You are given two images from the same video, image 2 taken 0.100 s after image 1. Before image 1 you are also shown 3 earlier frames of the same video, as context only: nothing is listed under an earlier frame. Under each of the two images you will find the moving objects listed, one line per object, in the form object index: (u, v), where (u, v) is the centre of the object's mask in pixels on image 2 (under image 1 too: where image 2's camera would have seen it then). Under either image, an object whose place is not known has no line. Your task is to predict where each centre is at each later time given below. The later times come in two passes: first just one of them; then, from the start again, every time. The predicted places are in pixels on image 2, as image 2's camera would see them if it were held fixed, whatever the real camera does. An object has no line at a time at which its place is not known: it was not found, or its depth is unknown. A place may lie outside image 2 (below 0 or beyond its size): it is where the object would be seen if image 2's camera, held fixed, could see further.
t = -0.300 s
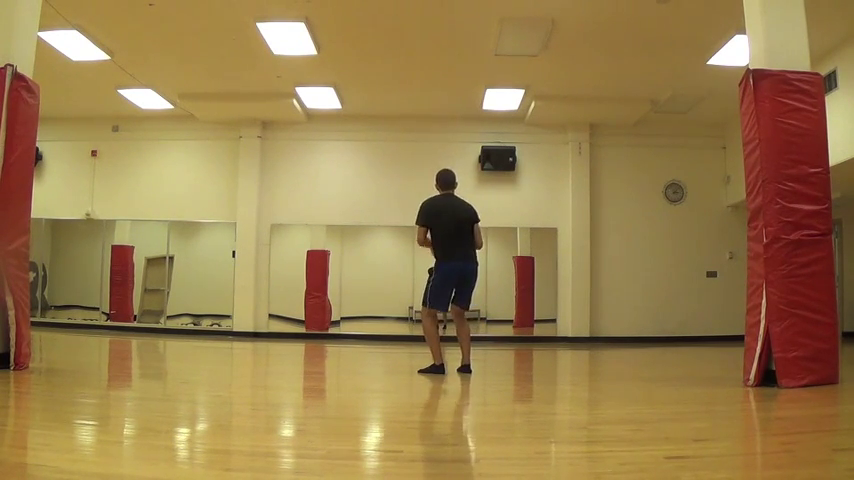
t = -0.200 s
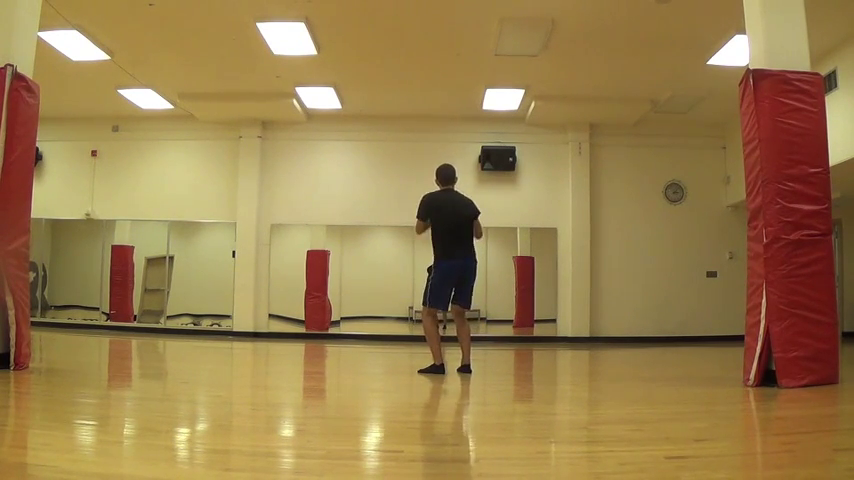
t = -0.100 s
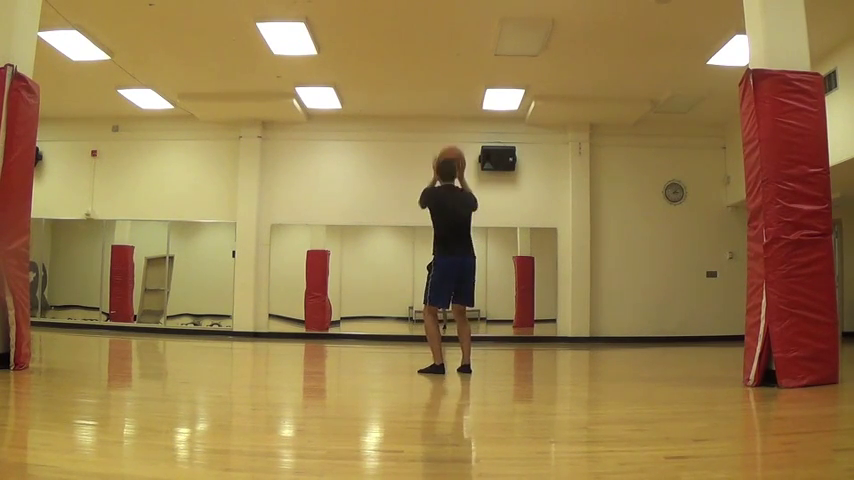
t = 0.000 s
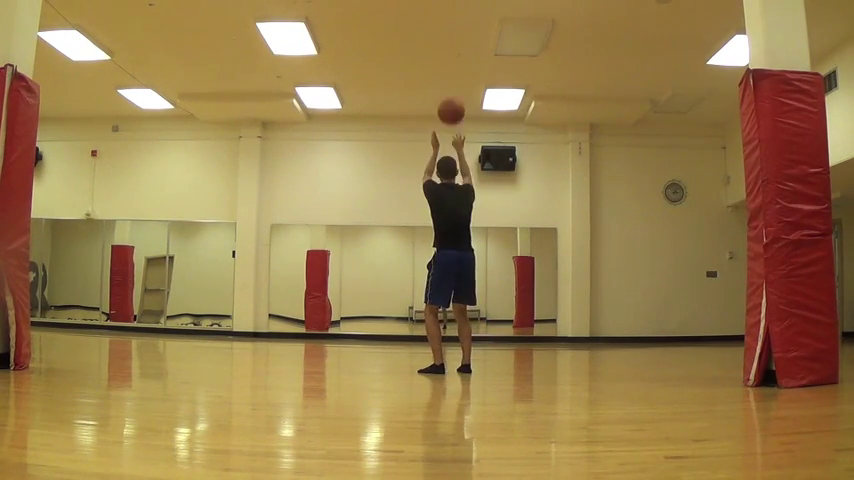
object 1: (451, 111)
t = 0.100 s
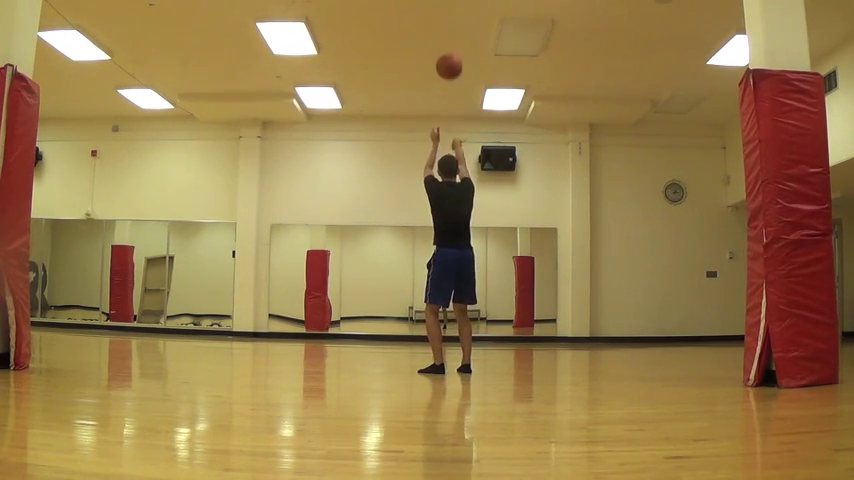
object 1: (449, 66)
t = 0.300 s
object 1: (444, 12)
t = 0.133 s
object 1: (448, 54)
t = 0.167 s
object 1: (447, 43)
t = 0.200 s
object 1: (446, 34)
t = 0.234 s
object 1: (445, 25)
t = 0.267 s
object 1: (445, 17)
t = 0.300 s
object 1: (444, 12)
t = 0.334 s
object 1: (443, 9)
